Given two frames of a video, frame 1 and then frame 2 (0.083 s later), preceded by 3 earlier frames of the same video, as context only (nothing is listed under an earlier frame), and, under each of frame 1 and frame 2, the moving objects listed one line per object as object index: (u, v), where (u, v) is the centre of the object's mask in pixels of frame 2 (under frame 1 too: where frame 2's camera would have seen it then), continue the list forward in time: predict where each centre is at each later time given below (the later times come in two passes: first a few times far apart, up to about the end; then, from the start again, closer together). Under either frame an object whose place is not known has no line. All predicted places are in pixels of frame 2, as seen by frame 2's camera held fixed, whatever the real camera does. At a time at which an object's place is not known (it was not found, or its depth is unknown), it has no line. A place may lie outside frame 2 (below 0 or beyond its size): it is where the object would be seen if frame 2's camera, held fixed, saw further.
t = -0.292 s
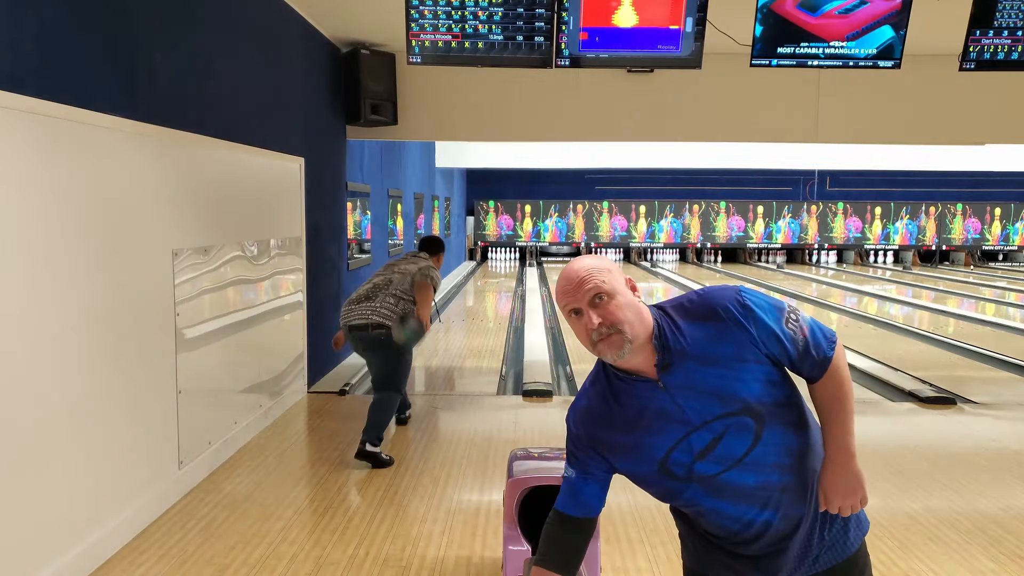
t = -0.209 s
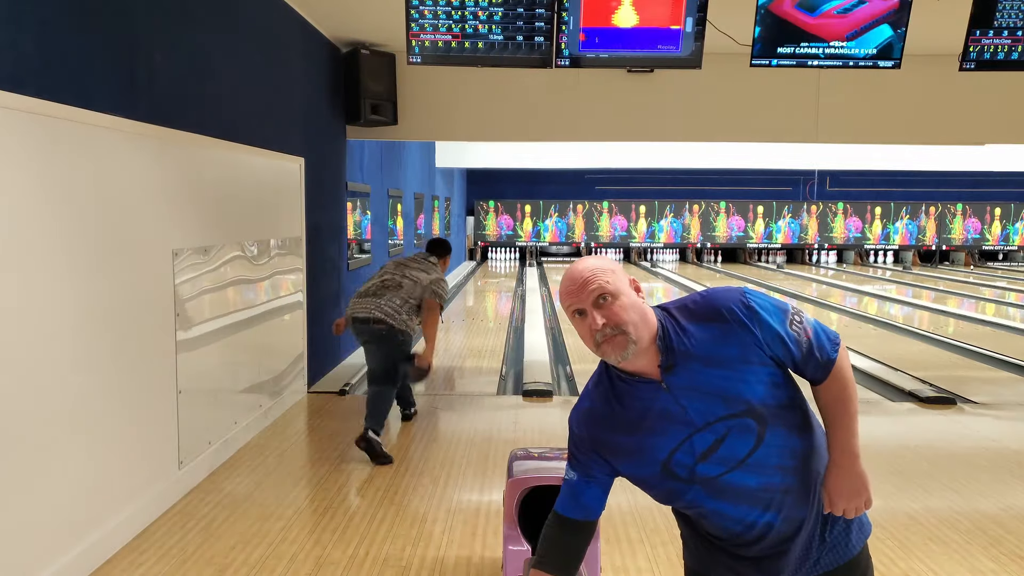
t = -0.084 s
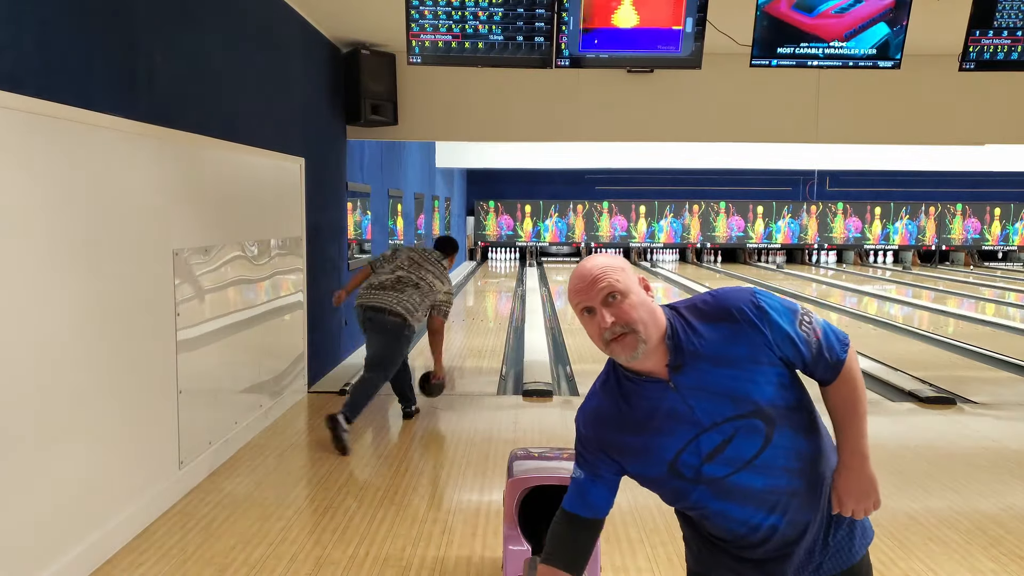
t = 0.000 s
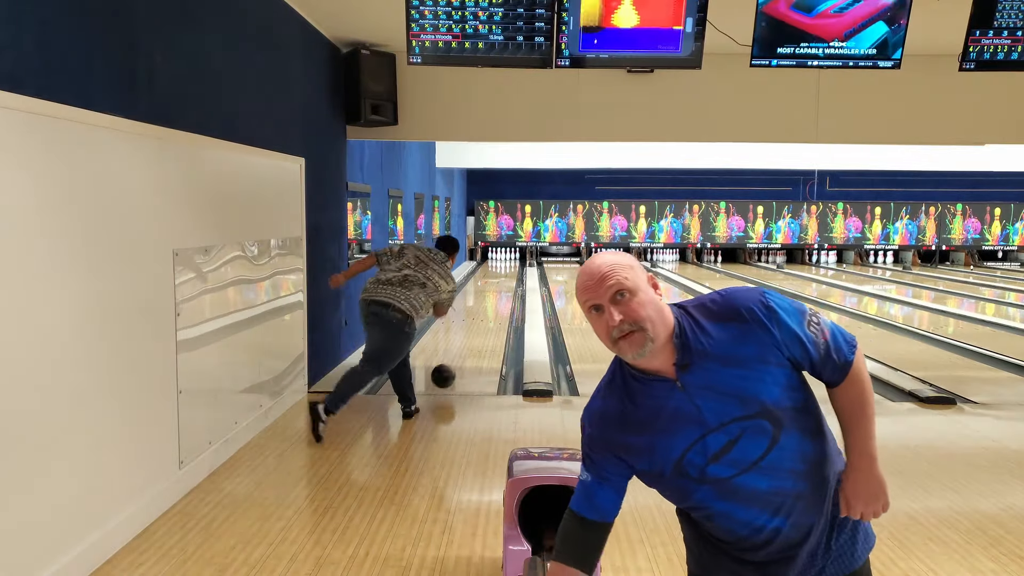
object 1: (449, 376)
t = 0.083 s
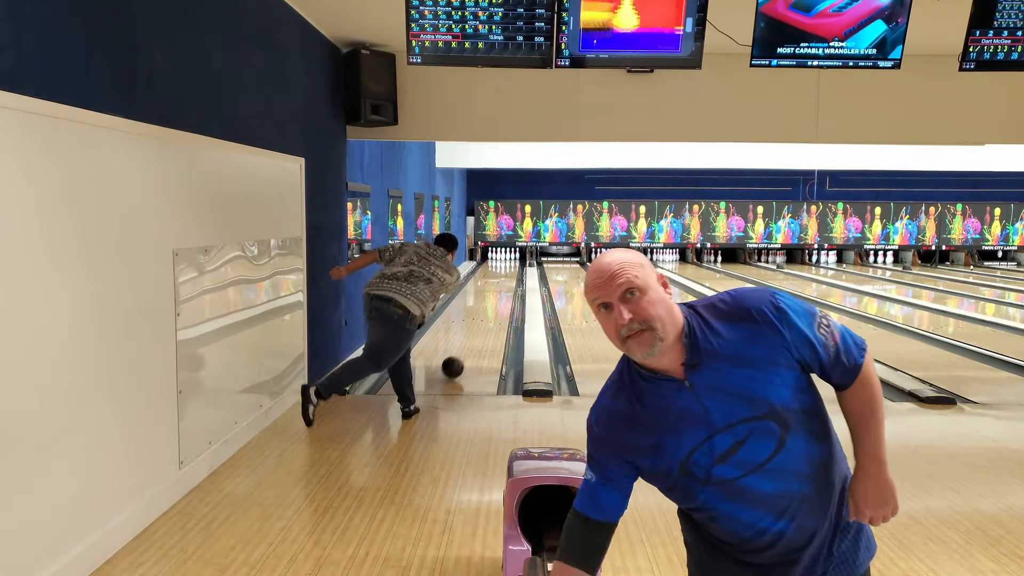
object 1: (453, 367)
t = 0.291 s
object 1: (469, 341)
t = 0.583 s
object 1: (485, 314)
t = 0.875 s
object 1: (495, 298)
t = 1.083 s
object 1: (500, 288)
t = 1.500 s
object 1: (506, 275)
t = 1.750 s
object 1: (508, 269)
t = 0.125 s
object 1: (456, 362)
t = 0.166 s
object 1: (460, 356)
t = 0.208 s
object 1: (463, 352)
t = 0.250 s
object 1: (467, 345)
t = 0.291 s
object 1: (469, 341)
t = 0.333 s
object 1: (472, 336)
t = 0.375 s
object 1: (474, 332)
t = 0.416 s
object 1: (477, 327)
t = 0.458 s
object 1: (479, 324)
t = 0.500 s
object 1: (483, 322)
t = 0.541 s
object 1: (483, 318)
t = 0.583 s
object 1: (485, 314)
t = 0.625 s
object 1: (487, 312)
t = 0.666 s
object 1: (489, 308)
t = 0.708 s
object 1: (490, 307)
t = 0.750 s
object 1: (491, 304)
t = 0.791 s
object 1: (493, 302)
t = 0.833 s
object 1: (494, 299)
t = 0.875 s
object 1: (495, 298)
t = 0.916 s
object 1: (496, 295)
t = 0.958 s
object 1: (497, 294)
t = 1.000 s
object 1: (498, 292)
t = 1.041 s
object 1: (499, 290)
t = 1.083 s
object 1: (500, 288)
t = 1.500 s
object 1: (506, 275)
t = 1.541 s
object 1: (506, 275)
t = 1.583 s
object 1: (507, 273)
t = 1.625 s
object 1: (507, 273)
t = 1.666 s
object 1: (507, 271)
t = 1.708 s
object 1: (508, 271)
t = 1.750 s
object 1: (508, 269)
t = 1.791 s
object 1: (508, 269)
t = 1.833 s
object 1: (508, 268)
